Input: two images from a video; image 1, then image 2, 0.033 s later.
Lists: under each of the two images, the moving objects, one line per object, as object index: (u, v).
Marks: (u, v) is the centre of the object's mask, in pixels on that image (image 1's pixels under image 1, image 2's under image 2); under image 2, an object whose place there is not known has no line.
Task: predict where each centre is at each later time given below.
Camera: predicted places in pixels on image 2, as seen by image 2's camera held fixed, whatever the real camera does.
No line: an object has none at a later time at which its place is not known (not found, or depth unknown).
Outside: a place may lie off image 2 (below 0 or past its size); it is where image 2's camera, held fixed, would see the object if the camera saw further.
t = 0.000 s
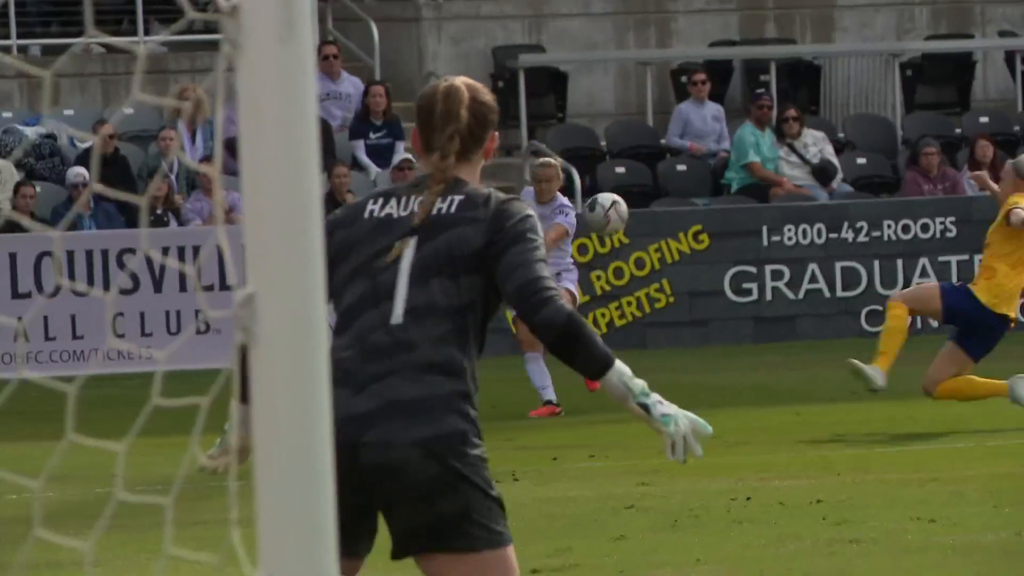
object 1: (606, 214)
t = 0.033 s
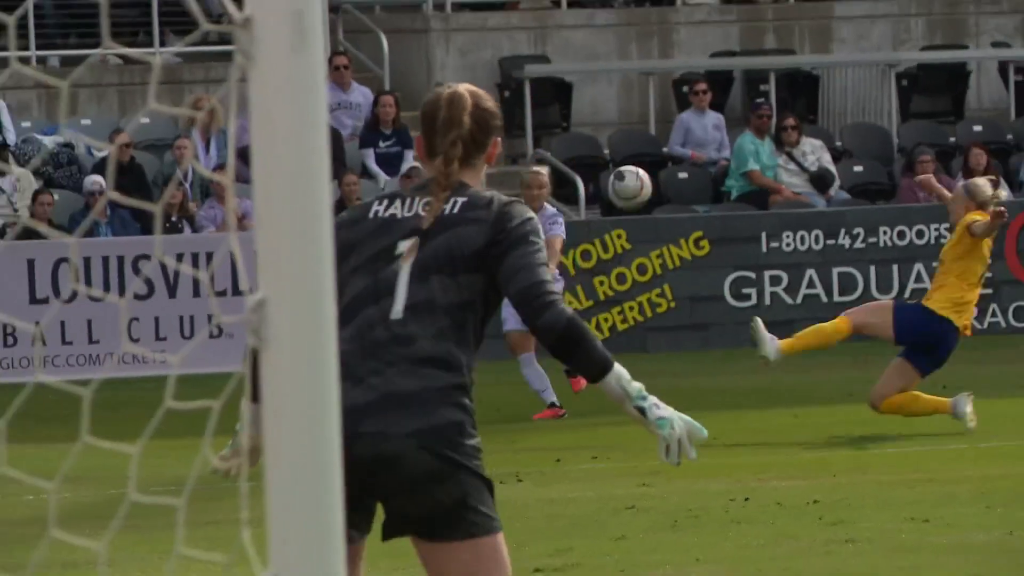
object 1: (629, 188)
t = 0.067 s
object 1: (652, 152)
